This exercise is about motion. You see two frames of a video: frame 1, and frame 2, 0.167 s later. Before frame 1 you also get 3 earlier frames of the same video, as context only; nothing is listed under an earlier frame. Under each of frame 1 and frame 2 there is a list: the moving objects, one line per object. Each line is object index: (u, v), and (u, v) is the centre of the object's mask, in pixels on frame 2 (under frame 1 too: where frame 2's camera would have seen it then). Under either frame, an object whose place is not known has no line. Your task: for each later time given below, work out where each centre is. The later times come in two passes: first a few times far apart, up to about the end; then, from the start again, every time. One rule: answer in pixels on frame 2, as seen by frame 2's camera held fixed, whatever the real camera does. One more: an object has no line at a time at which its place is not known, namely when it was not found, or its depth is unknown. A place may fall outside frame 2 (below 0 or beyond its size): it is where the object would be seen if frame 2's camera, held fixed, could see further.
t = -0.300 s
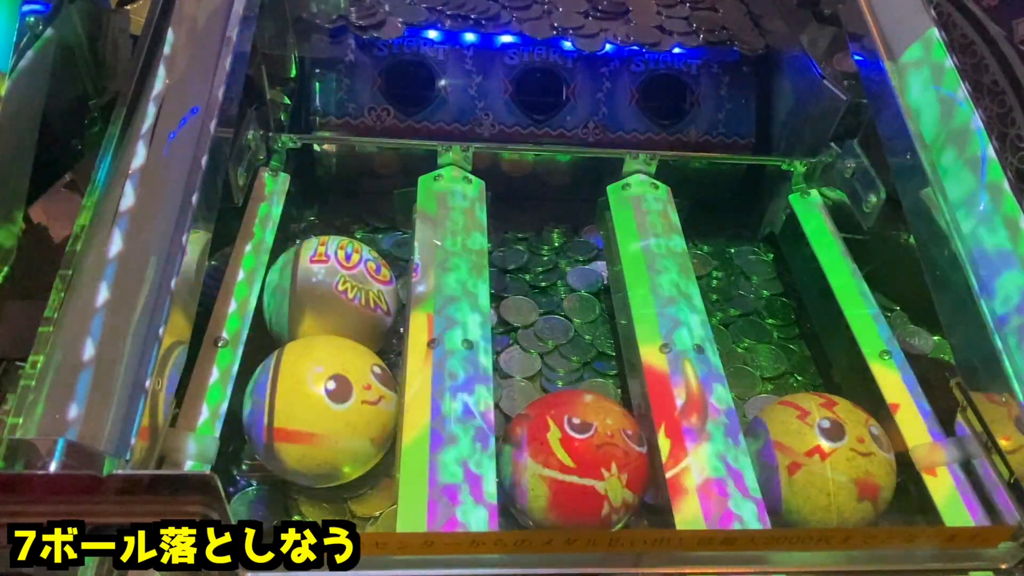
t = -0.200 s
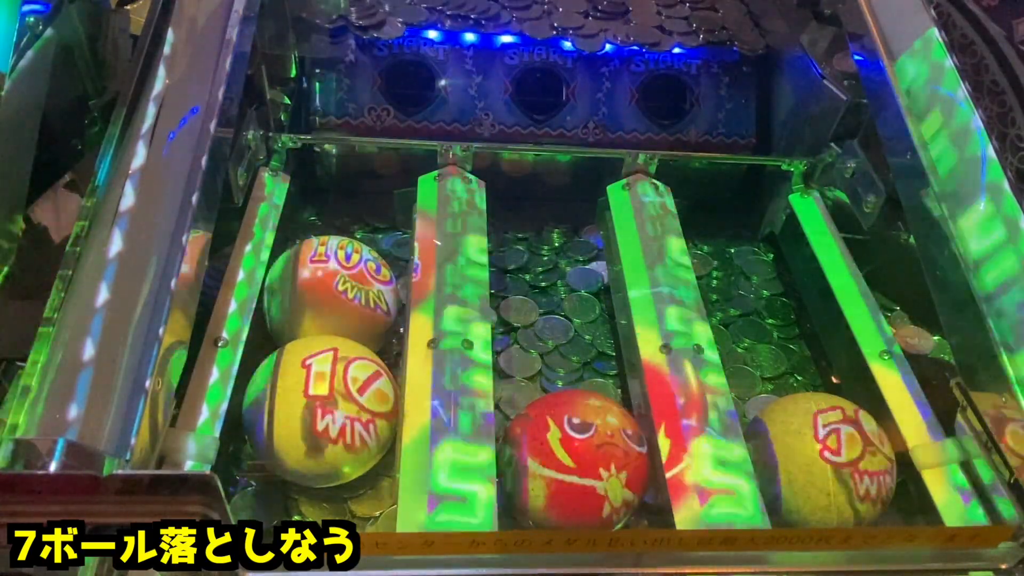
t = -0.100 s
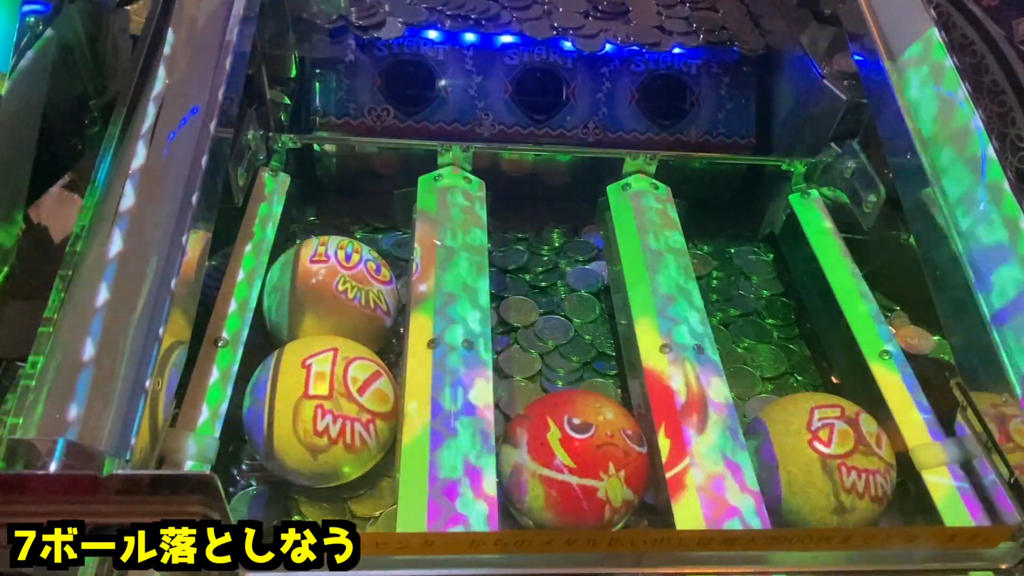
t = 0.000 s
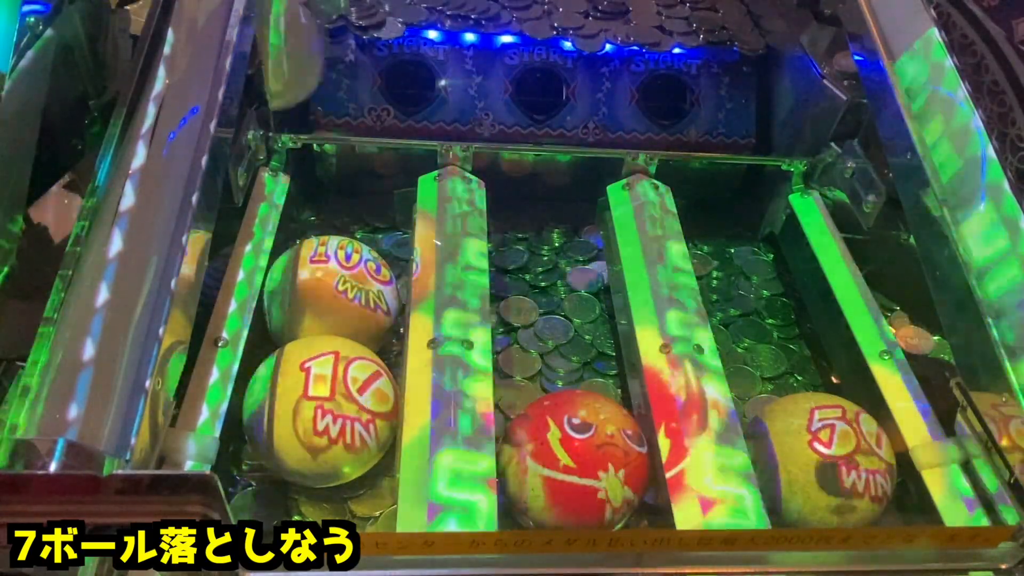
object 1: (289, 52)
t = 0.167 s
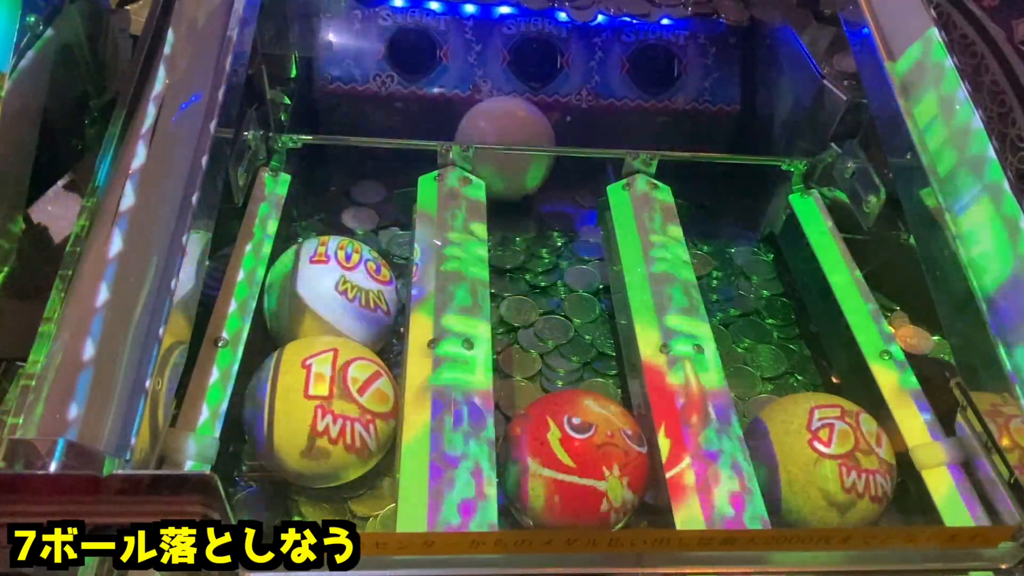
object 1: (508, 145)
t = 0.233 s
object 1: (523, 173)
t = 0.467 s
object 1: (543, 211)
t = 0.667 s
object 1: (543, 211)
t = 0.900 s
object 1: (543, 211)
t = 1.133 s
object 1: (543, 211)
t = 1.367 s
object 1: (543, 211)
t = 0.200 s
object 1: (510, 153)
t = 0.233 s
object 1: (523, 173)
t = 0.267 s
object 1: (523, 186)
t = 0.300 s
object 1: (539, 206)
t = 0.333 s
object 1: (542, 210)
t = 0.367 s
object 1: (542, 212)
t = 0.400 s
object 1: (543, 211)
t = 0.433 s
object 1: (543, 211)
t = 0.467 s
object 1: (543, 211)
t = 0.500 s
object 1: (543, 211)
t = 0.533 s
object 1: (543, 211)
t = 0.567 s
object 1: (543, 211)
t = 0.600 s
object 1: (543, 211)
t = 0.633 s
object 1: (543, 211)
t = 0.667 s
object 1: (543, 211)
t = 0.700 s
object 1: (543, 211)
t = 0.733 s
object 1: (543, 211)
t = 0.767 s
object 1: (543, 211)
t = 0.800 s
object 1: (543, 211)
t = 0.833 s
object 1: (543, 211)
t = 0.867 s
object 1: (543, 211)
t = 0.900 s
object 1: (543, 211)
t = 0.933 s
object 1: (543, 211)
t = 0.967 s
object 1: (543, 211)
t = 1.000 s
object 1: (543, 211)
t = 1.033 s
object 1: (543, 211)
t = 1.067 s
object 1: (543, 211)
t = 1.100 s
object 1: (543, 211)
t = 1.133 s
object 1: (543, 211)
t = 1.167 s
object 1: (543, 211)
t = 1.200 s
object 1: (543, 211)
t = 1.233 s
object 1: (543, 211)
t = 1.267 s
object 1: (543, 211)
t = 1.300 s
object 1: (543, 211)
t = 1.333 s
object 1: (543, 211)
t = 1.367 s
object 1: (543, 211)
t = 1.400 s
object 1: (543, 211)
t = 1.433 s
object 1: (543, 211)
